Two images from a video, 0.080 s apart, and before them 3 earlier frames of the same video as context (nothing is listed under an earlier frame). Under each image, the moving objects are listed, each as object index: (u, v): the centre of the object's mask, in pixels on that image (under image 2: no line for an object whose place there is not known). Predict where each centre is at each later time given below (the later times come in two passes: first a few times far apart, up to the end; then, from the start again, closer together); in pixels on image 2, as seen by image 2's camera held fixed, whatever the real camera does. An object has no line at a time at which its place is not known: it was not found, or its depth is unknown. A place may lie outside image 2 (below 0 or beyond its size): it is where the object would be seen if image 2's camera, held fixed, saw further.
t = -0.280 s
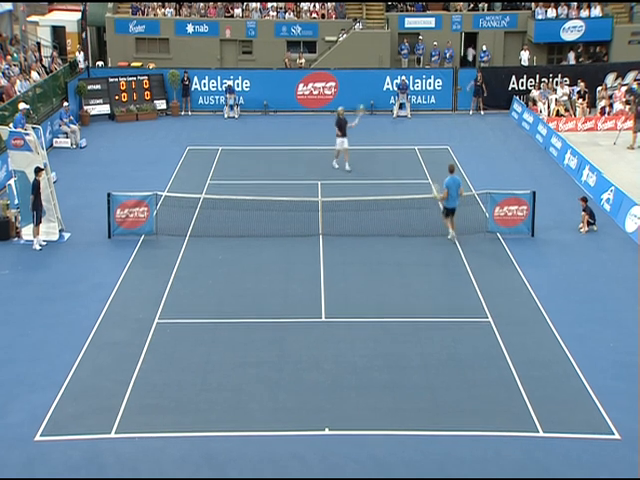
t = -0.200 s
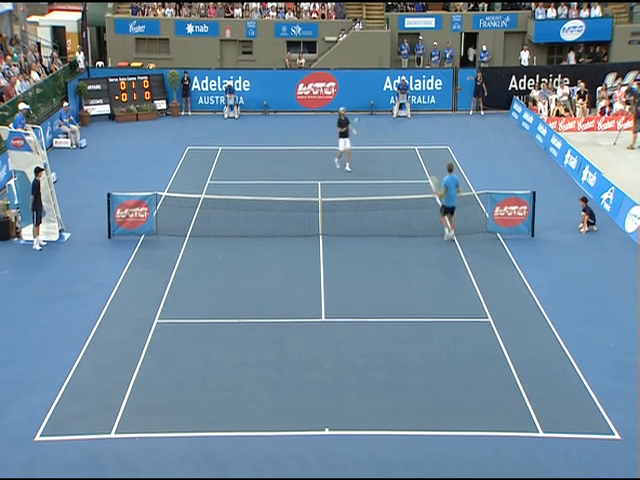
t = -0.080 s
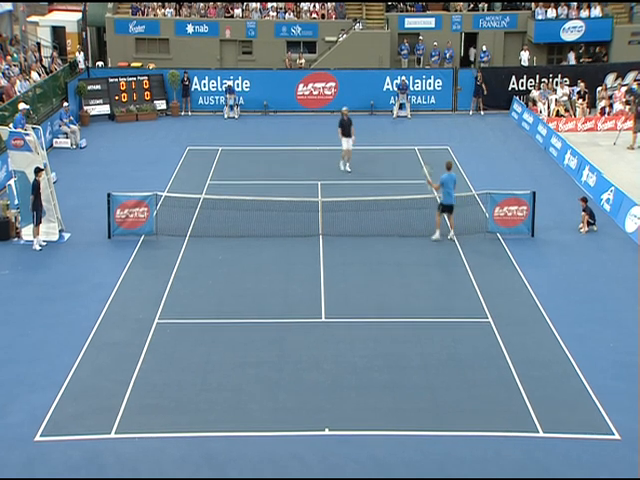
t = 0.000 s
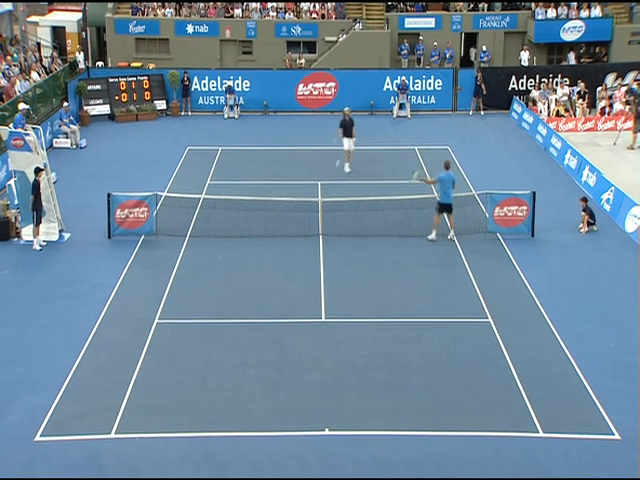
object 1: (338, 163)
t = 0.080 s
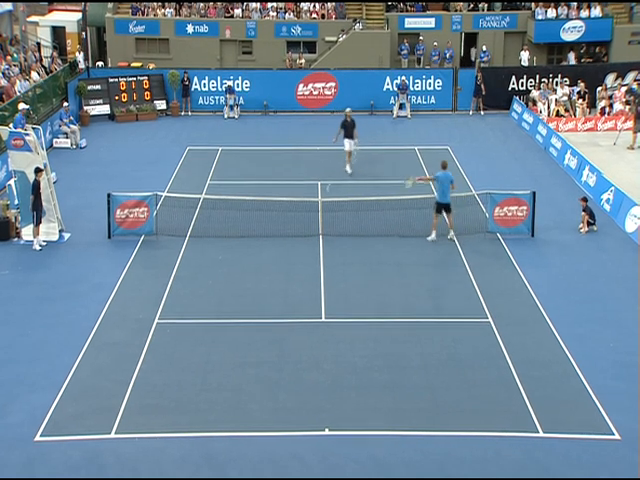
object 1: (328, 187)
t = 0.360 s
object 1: (288, 313)
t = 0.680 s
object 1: (235, 361)
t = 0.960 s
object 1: (172, 465)
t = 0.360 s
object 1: (288, 313)
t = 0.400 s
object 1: (282, 331)
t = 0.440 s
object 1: (276, 334)
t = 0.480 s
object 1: (270, 335)
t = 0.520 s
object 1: (263, 338)
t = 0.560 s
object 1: (257, 341)
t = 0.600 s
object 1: (250, 347)
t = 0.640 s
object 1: (243, 353)
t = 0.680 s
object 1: (235, 361)
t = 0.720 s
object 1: (227, 371)
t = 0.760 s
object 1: (219, 381)
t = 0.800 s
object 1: (210, 395)
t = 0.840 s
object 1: (201, 409)
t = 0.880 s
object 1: (191, 426)
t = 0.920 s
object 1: (182, 444)
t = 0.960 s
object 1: (172, 465)
